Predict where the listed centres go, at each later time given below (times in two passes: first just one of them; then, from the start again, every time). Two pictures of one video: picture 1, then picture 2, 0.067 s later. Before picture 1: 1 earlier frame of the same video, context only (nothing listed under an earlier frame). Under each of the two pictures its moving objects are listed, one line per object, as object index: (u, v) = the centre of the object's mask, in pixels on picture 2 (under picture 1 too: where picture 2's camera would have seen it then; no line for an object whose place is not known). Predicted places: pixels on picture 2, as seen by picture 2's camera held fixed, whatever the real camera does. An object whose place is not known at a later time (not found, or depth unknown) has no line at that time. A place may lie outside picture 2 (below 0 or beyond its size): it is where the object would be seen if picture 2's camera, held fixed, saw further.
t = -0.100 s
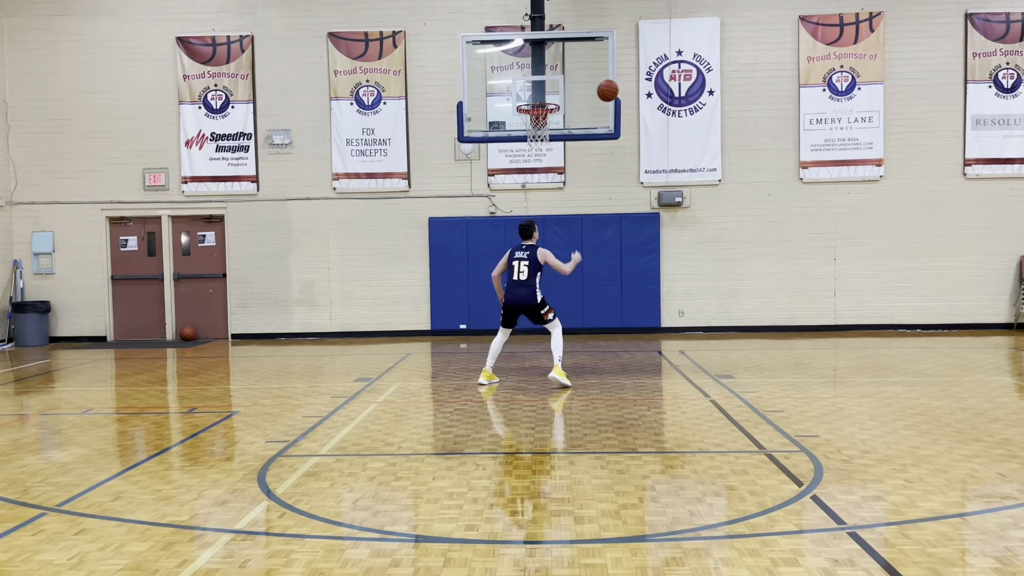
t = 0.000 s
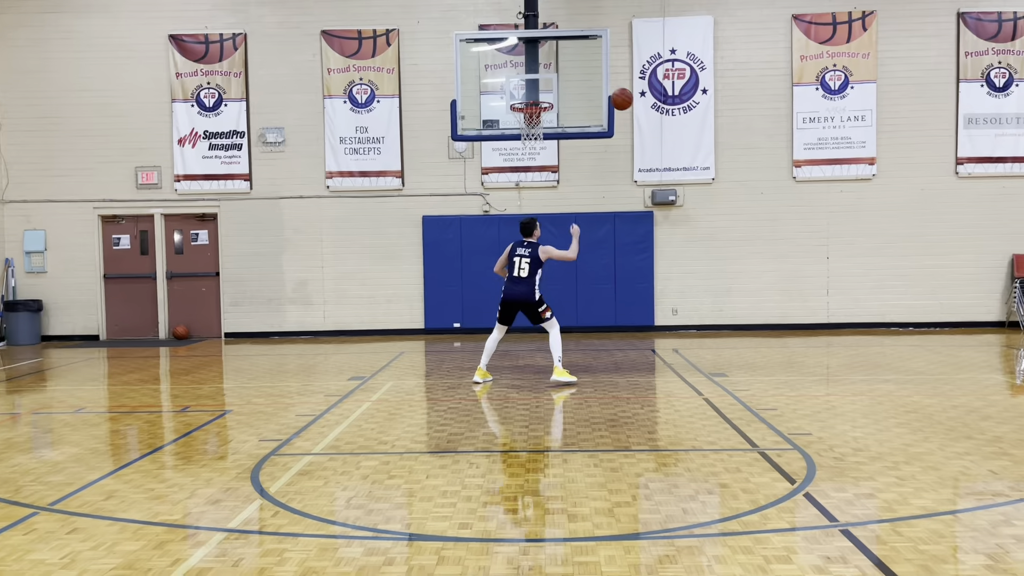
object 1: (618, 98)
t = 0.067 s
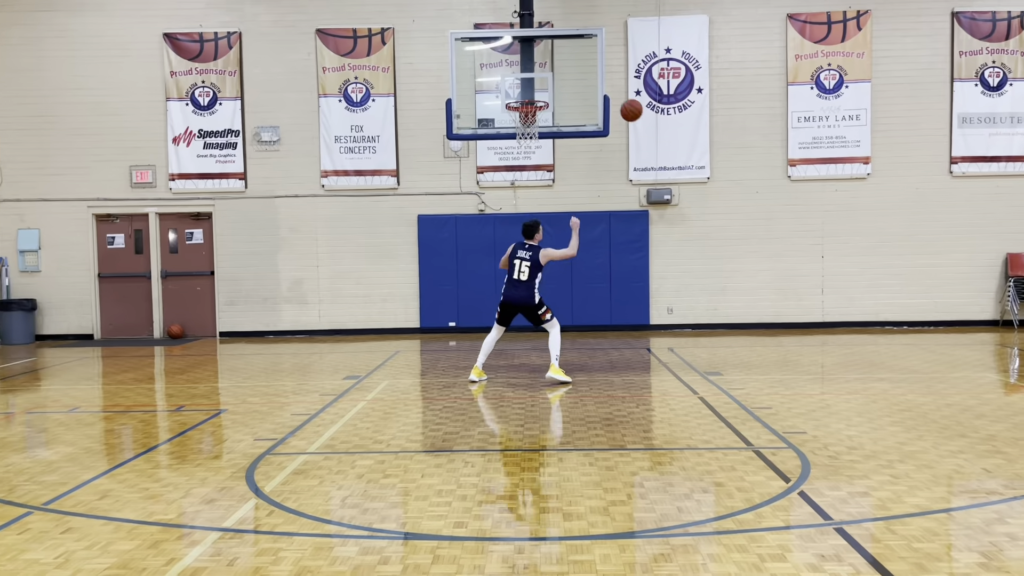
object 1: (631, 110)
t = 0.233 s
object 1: (666, 160)
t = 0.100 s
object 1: (638, 118)
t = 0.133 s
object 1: (645, 127)
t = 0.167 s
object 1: (652, 137)
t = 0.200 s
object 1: (659, 148)
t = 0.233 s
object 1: (666, 160)
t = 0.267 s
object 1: (673, 174)
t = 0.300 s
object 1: (680, 188)
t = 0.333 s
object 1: (686, 204)
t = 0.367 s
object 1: (693, 221)
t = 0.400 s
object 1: (702, 239)
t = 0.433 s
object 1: (709, 258)
